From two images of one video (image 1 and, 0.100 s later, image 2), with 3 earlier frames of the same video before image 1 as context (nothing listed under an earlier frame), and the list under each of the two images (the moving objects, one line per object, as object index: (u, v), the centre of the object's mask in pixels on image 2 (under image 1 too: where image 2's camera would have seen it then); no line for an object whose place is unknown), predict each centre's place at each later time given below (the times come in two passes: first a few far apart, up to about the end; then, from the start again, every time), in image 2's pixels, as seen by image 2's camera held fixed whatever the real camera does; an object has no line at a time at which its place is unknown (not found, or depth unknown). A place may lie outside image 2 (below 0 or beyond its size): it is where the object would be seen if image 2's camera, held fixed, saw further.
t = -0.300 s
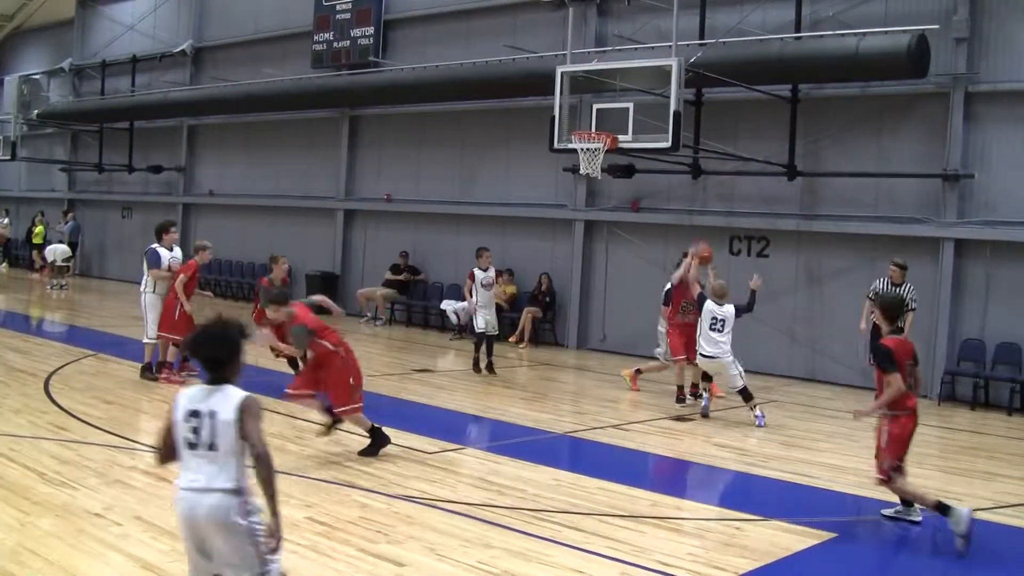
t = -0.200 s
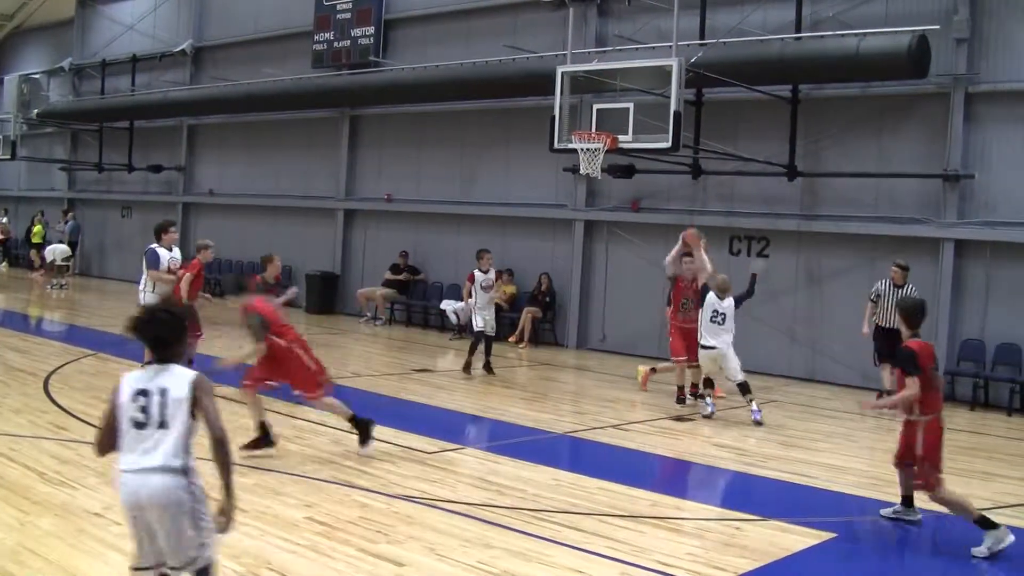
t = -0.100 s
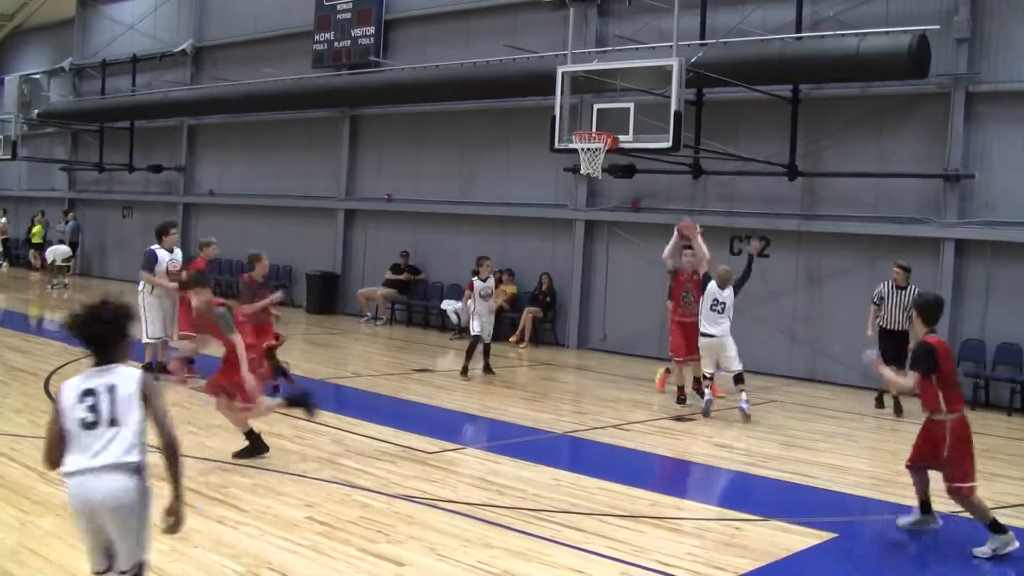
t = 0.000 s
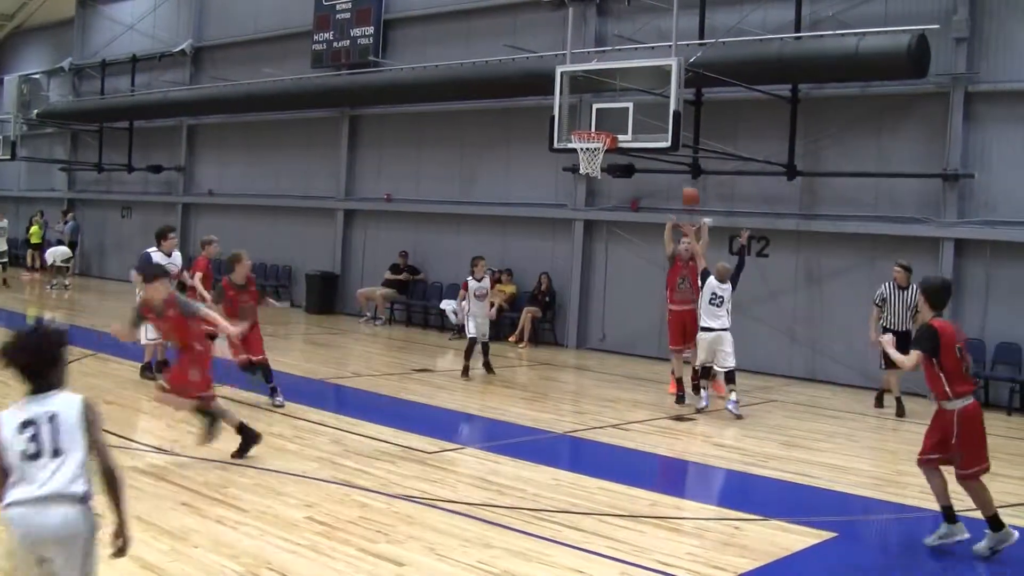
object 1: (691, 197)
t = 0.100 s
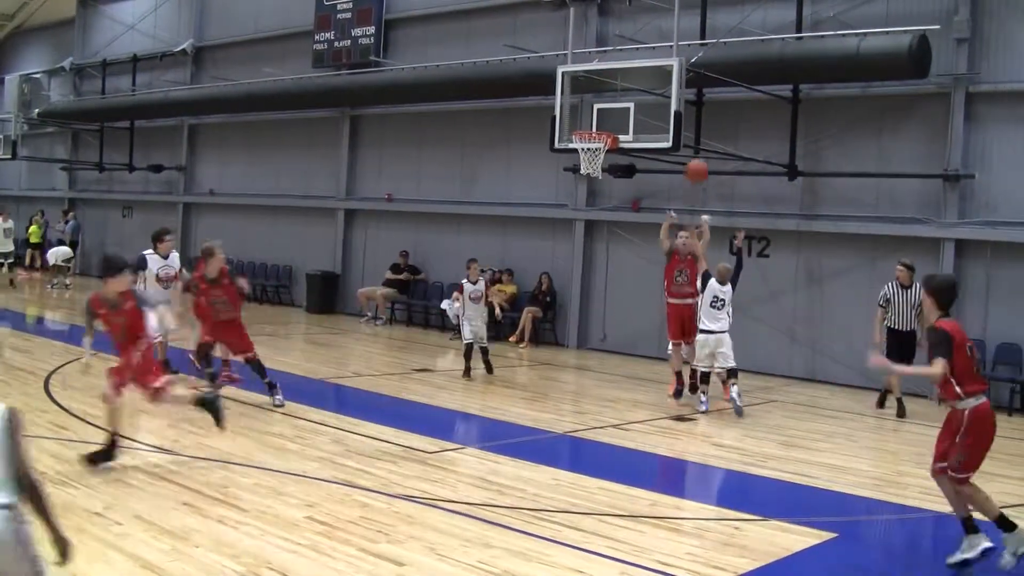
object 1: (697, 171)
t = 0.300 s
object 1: (714, 140)
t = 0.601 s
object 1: (749, 184)
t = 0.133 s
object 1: (700, 165)
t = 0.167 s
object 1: (703, 156)
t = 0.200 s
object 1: (705, 150)
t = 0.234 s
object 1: (708, 146)
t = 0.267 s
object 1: (712, 143)
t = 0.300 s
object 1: (714, 140)
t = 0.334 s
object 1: (716, 139)
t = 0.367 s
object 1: (720, 138)
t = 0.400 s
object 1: (722, 139)
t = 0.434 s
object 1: (728, 141)
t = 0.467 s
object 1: (732, 147)
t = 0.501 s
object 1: (736, 154)
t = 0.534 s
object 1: (740, 161)
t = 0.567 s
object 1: (744, 172)
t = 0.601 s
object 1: (749, 184)
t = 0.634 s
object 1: (752, 199)
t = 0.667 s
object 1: (757, 218)
